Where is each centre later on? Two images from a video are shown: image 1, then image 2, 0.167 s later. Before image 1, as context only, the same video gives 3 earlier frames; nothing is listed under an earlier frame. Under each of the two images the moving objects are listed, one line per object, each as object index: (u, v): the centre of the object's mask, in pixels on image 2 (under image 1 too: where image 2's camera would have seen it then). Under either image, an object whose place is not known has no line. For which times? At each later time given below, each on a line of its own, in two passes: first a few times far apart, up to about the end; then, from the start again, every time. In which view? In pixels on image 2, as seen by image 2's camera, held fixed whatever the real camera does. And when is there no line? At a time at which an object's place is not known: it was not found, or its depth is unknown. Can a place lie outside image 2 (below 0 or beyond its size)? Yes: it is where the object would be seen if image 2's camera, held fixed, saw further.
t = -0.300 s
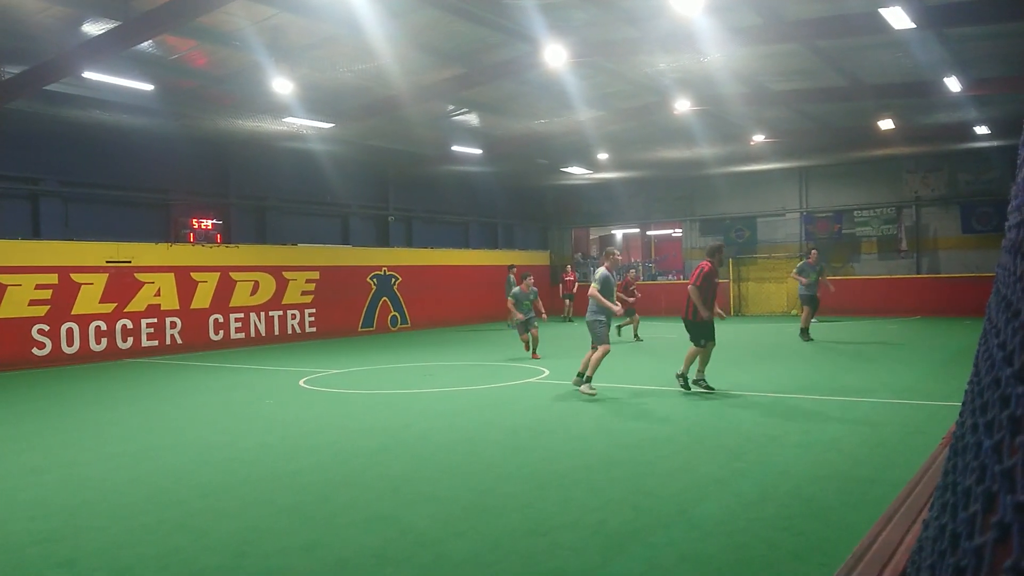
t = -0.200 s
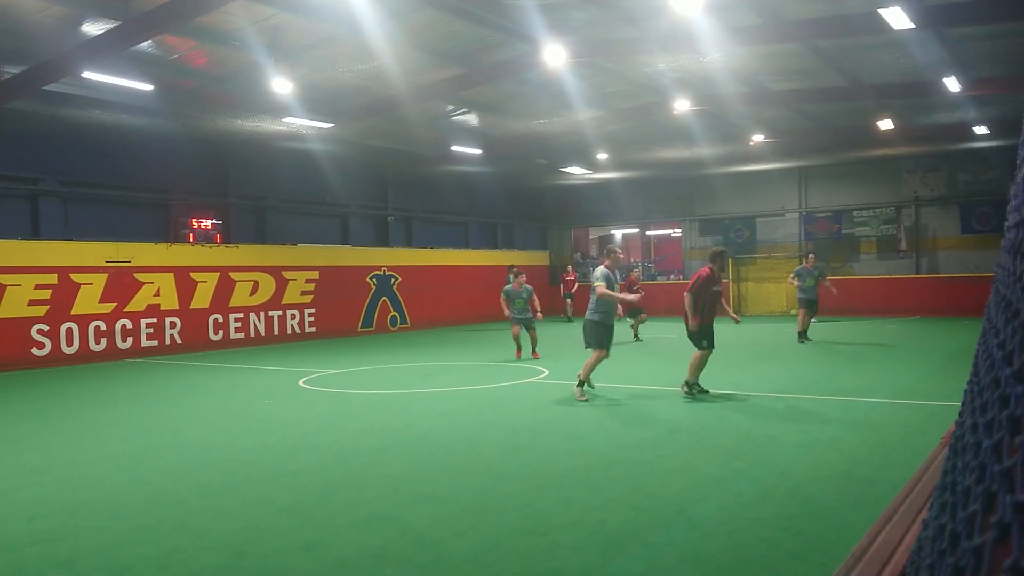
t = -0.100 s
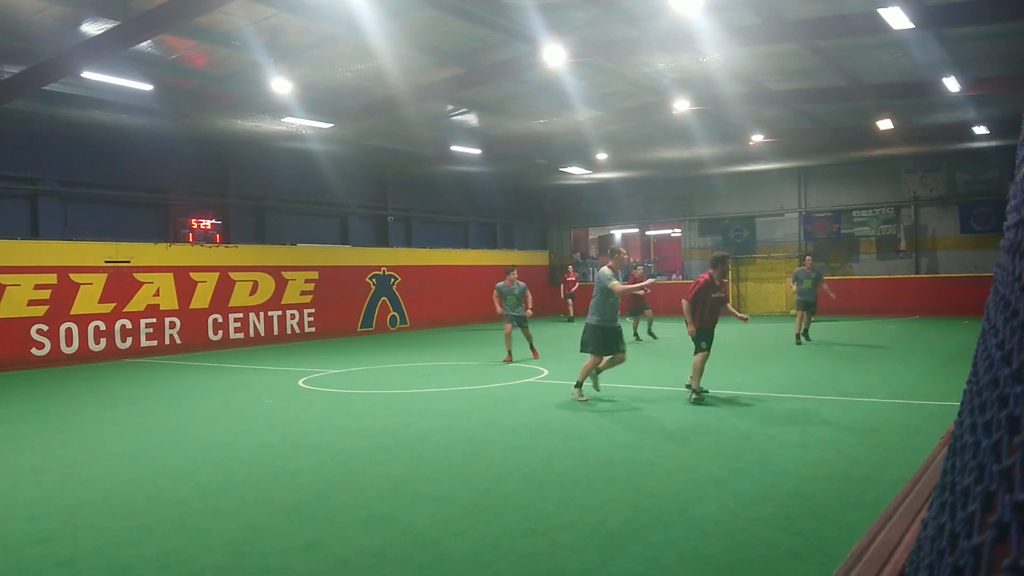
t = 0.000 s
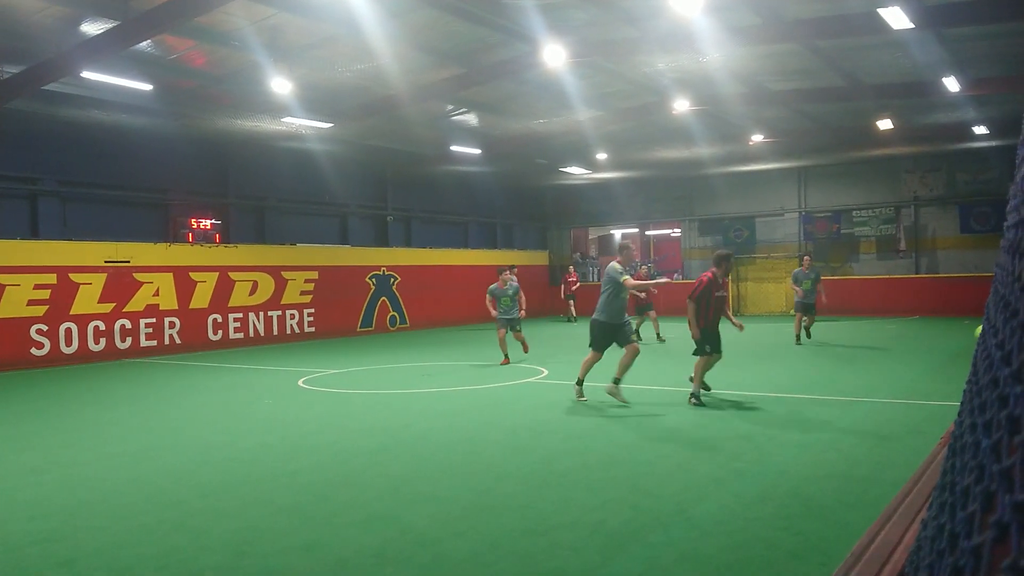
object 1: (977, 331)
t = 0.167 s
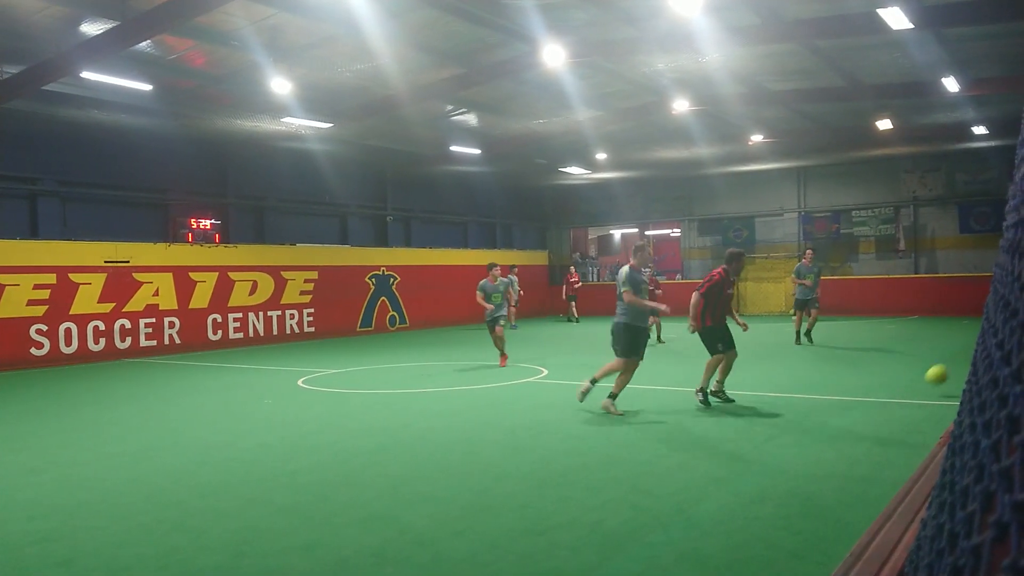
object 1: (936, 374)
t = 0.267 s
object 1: (916, 377)
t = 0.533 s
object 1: (875, 358)
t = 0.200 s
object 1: (927, 387)
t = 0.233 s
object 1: (920, 384)
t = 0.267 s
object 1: (916, 377)
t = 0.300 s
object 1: (911, 371)
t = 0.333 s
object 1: (906, 366)
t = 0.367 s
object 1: (900, 362)
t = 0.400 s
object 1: (896, 360)
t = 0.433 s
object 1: (891, 358)
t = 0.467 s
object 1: (886, 357)
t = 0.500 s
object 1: (880, 356)
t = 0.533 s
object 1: (875, 358)
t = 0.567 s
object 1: (870, 360)
